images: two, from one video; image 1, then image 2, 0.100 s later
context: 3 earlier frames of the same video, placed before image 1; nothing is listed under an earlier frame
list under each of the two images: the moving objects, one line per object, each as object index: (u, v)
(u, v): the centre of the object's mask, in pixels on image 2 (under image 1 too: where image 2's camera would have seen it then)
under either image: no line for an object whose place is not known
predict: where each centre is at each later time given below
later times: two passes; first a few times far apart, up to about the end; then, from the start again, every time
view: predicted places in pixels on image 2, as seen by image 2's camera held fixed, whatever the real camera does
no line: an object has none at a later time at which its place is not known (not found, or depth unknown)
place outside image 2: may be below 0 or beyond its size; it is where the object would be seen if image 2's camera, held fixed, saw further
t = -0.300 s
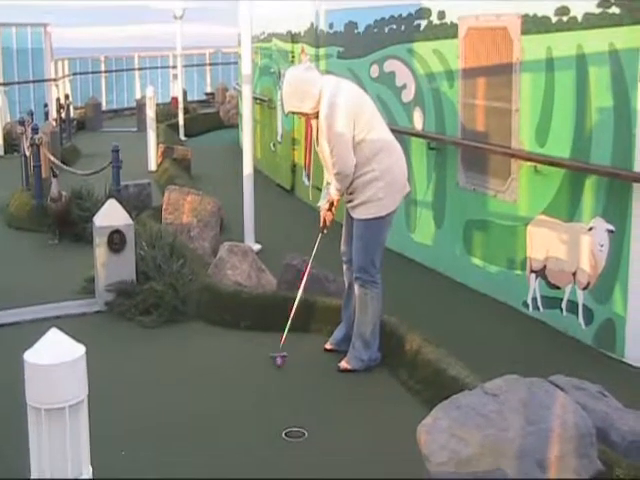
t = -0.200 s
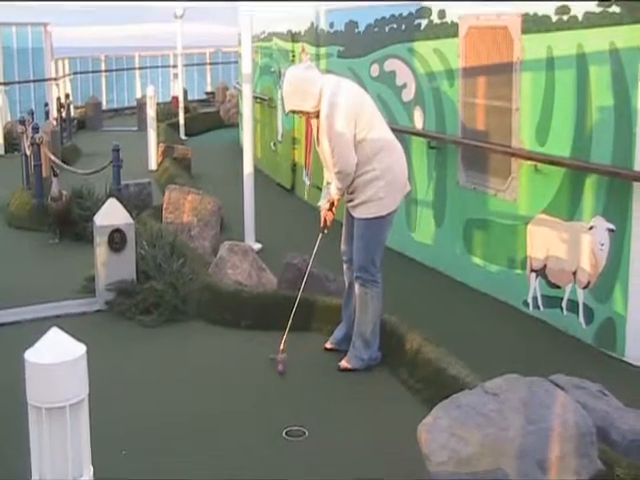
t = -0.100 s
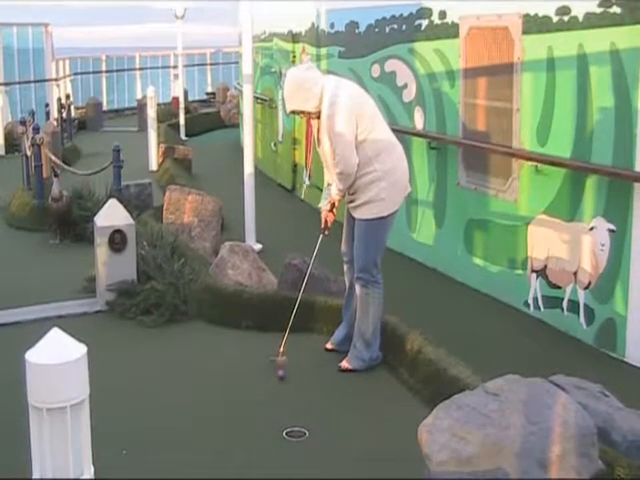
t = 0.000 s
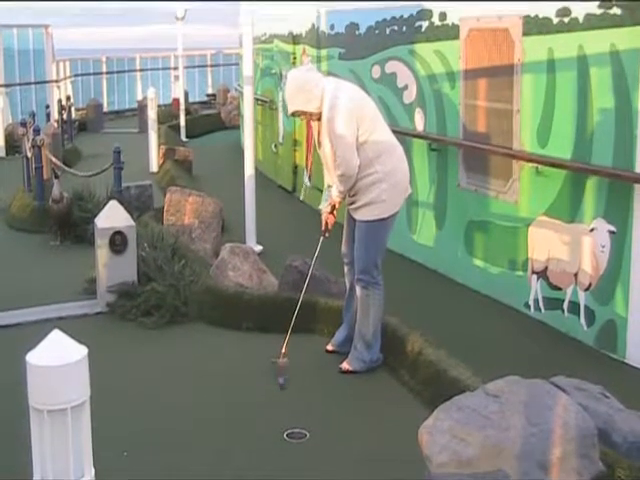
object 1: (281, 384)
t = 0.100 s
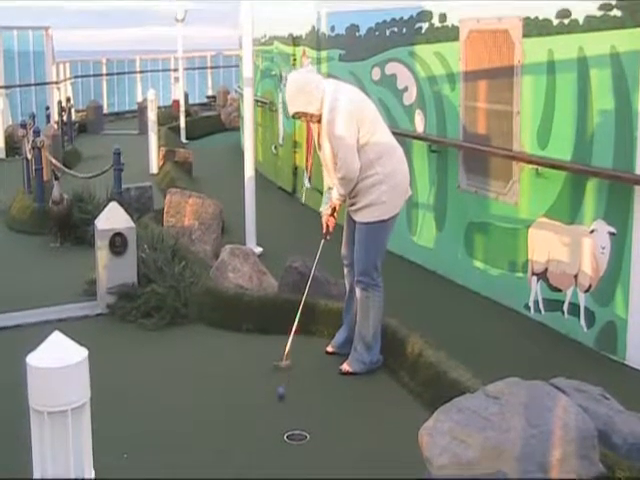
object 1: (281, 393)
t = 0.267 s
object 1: (279, 399)
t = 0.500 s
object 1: (275, 418)
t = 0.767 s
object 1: (266, 436)
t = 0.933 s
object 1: (259, 446)
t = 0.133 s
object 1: (280, 395)
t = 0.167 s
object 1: (280, 397)
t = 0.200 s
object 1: (280, 399)
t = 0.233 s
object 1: (279, 401)
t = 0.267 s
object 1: (279, 399)
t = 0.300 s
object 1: (278, 405)
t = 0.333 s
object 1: (277, 408)
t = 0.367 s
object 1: (277, 410)
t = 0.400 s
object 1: (276, 413)
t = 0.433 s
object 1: (276, 414)
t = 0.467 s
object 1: (276, 417)
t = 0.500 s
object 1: (275, 418)
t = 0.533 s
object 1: (274, 419)
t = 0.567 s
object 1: (273, 424)
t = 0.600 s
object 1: (272, 426)
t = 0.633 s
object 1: (271, 428)
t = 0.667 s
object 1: (270, 431)
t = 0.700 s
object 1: (269, 433)
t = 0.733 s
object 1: (267, 435)
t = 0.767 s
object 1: (266, 436)
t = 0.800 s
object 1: (266, 437)
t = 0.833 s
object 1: (263, 440)
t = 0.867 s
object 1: (262, 442)
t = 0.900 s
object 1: (261, 444)
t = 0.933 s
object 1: (259, 446)
